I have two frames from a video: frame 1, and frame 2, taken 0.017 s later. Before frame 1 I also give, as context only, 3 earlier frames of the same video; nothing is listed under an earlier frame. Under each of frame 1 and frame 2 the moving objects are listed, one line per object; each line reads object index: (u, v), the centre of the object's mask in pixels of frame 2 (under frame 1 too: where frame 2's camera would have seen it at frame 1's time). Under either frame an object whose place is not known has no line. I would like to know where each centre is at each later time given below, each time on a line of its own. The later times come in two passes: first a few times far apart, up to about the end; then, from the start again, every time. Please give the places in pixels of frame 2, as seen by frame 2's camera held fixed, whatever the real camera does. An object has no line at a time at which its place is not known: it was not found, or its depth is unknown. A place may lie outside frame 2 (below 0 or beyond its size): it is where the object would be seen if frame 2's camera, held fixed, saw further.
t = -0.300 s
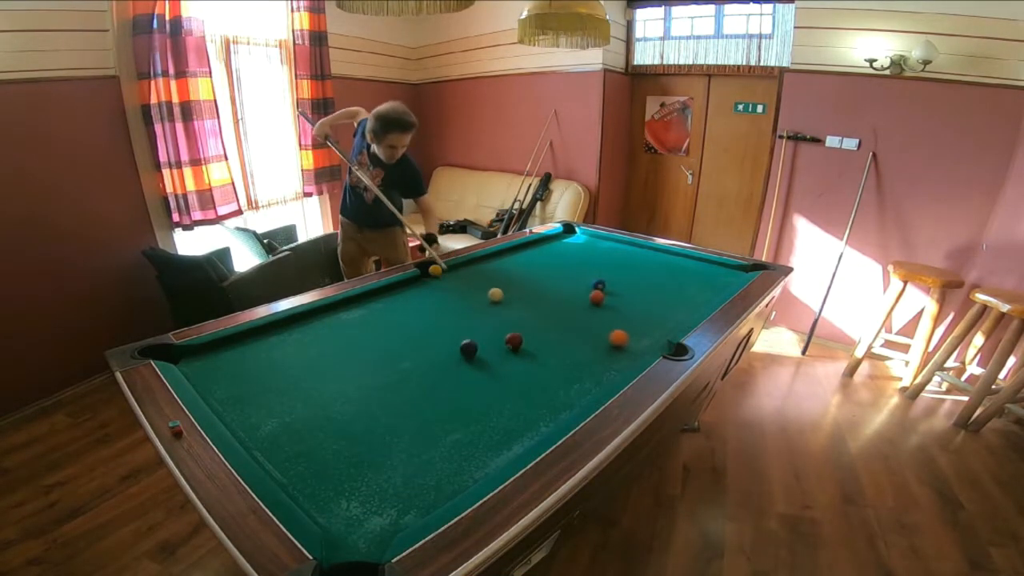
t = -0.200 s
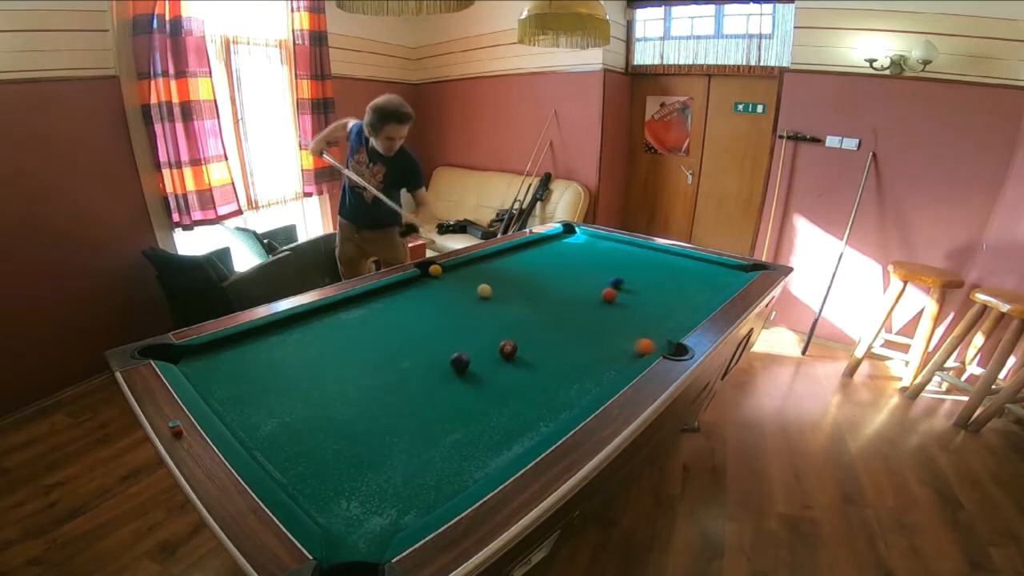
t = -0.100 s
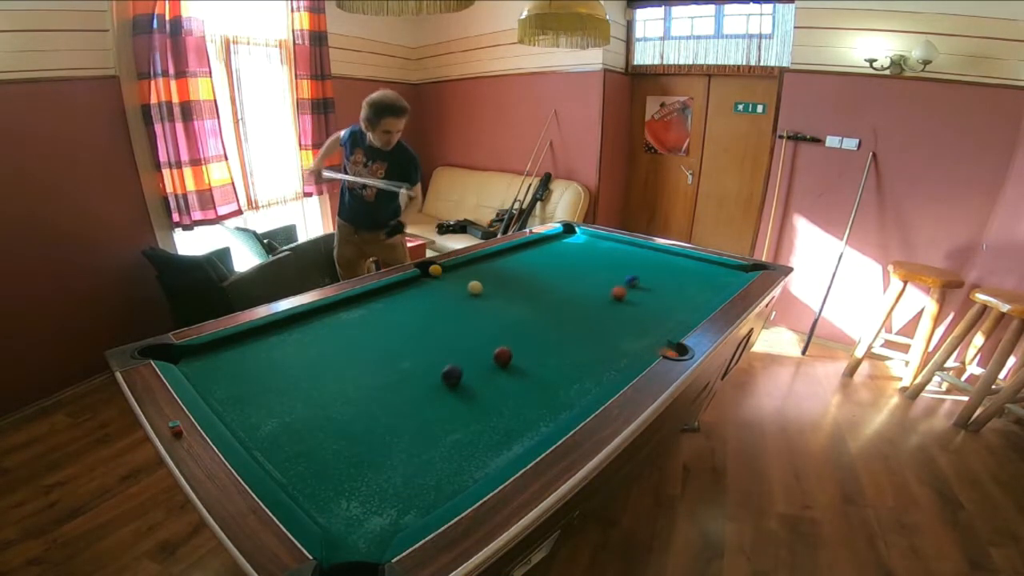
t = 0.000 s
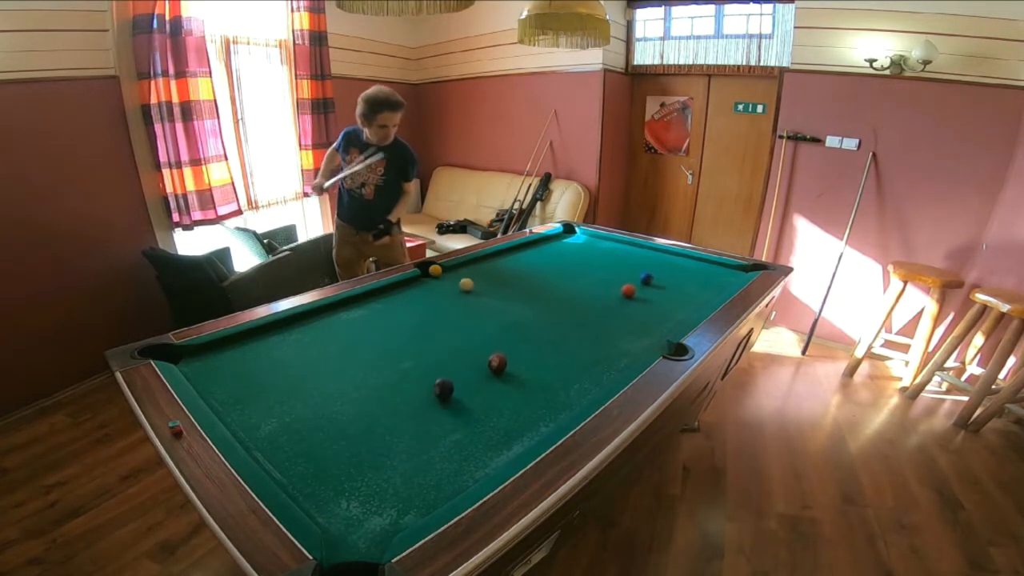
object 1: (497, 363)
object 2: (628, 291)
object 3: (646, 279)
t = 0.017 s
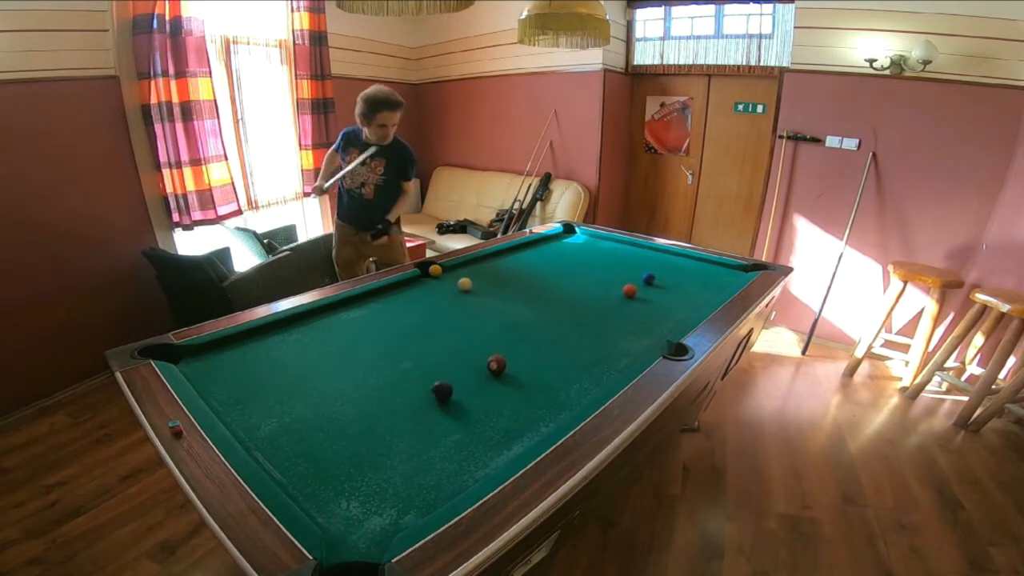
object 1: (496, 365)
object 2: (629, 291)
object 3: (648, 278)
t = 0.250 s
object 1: (481, 386)
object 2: (652, 286)
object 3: (684, 274)
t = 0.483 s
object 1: (466, 408)
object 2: (673, 282)
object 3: (713, 271)
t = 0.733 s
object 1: (447, 433)
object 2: (692, 278)
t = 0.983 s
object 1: (427, 461)
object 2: (710, 274)
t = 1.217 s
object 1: (406, 489)
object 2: (726, 271)
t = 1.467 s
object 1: (379, 522)
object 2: (741, 268)
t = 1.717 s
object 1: (351, 554)
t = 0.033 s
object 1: (495, 367)
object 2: (632, 290)
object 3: (652, 278)
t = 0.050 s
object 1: (494, 368)
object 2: (633, 290)
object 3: (654, 278)
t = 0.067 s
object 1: (493, 370)
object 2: (635, 290)
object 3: (656, 277)
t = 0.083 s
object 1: (492, 371)
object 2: (636, 289)
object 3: (658, 277)
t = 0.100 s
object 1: (491, 373)
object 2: (639, 289)
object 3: (663, 277)
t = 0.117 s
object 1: (490, 374)
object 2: (640, 288)
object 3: (665, 277)
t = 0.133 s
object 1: (489, 375)
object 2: (641, 288)
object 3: (666, 276)
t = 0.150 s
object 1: (488, 377)
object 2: (643, 288)
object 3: (669, 276)
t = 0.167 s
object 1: (487, 378)
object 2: (644, 288)
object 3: (671, 276)
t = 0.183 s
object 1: (486, 380)
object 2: (646, 288)
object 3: (674, 275)
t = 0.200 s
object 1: (485, 381)
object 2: (647, 287)
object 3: (676, 275)
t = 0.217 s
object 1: (484, 382)
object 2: (648, 287)
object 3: (678, 275)
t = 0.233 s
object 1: (483, 383)
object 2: (650, 286)
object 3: (680, 275)
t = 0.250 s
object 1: (481, 386)
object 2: (652, 286)
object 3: (684, 274)
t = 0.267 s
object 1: (481, 387)
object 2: (653, 286)
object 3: (685, 274)
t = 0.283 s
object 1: (480, 389)
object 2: (655, 286)
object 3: (687, 274)
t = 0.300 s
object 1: (479, 390)
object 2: (656, 285)
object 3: (689, 274)
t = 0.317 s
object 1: (478, 391)
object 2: (657, 285)
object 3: (691, 274)
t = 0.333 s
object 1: (476, 394)
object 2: (660, 285)
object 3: (695, 273)
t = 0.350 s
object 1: (475, 395)
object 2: (661, 284)
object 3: (696, 273)
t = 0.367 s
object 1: (474, 396)
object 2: (662, 284)
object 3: (698, 273)
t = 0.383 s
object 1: (473, 398)
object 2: (663, 284)
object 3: (700, 272)
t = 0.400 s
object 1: (472, 400)
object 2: (666, 283)
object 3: (703, 272)
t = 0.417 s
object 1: (471, 401)
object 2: (667, 283)
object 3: (705, 272)
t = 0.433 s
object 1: (469, 403)
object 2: (668, 283)
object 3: (707, 272)
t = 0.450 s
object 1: (469, 404)
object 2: (669, 283)
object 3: (708, 271)
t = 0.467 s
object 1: (468, 405)
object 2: (670, 282)
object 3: (710, 271)
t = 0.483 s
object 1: (466, 408)
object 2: (673, 282)
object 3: (713, 271)
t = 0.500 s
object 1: (465, 409)
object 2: (674, 282)
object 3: (715, 270)
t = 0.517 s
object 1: (464, 410)
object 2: (675, 282)
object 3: (717, 270)
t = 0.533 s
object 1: (463, 412)
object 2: (676, 281)
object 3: (719, 270)
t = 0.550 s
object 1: (461, 415)
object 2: (678, 281)
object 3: (722, 269)
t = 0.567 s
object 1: (460, 417)
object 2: (680, 280)
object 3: (724, 269)
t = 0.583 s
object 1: (459, 417)
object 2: (680, 280)
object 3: (725, 268)
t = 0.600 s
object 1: (458, 419)
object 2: (681, 280)
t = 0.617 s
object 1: (457, 420)
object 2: (683, 280)
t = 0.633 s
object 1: (455, 423)
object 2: (684, 280)
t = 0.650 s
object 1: (454, 425)
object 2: (686, 279)
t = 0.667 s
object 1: (452, 426)
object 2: (687, 279)
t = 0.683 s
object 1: (452, 427)
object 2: (688, 279)
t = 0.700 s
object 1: (449, 430)
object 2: (690, 278)
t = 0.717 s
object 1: (448, 432)
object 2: (691, 278)
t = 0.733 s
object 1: (447, 433)
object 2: (692, 278)
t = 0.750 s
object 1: (446, 435)
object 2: (693, 278)
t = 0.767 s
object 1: (445, 436)
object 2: (694, 278)
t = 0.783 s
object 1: (443, 439)
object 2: (696, 277)
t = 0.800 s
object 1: (442, 441)
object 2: (697, 277)
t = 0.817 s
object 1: (441, 442)
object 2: (698, 277)
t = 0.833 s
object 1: (440, 443)
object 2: (699, 277)
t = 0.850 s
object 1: (438, 445)
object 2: (700, 276)
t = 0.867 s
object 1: (436, 448)
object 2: (702, 276)
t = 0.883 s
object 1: (435, 450)
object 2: (703, 276)
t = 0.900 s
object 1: (434, 452)
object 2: (704, 275)
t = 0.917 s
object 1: (433, 452)
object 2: (705, 275)
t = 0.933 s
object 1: (430, 457)
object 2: (707, 275)
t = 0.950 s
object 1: (430, 457)
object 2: (708, 275)
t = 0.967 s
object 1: (428, 459)
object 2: (709, 275)
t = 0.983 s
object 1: (427, 461)
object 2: (710, 274)
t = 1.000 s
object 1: (426, 462)
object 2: (711, 274)
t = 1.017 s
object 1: (423, 465)
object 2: (713, 274)
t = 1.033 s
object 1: (422, 467)
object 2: (714, 274)
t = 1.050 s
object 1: (421, 469)
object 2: (714, 274)
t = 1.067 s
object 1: (420, 470)
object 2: (716, 273)
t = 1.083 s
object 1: (417, 473)
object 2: (717, 273)
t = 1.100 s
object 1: (416, 475)
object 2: (718, 273)
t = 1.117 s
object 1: (415, 477)
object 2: (719, 273)
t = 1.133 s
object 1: (414, 479)
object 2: (720, 273)
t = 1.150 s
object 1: (412, 480)
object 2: (721, 272)
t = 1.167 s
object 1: (410, 484)
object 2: (723, 272)
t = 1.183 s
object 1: (409, 485)
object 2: (724, 271)
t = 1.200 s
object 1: (407, 487)
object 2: (725, 272)
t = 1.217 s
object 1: (406, 489)
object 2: (726, 271)
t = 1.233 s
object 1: (403, 491)
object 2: (727, 271)
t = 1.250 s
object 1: (401, 493)
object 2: (728, 270)
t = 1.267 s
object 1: (400, 495)
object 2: (729, 270)
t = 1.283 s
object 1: (399, 496)
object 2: (730, 270)
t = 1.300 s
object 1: (397, 498)
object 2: (731, 270)
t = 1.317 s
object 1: (395, 502)
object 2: (732, 270)
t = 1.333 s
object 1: (393, 504)
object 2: (734, 270)
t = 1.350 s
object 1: (392, 506)
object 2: (735, 269)
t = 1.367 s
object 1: (391, 507)
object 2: (735, 269)
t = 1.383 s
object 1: (388, 512)
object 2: (736, 269)
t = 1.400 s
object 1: (387, 512)
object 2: (737, 269)
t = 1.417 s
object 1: (385, 514)
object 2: (738, 269)
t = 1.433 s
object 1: (383, 516)
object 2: (739, 269)
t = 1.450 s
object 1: (382, 518)
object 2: (739, 269)
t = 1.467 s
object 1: (379, 522)
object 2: (741, 268)
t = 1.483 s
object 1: (378, 523)
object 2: (742, 268)
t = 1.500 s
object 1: (376, 525)
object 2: (743, 268)
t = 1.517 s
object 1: (375, 527)
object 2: (744, 268)
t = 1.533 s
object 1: (372, 531)
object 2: (745, 268)
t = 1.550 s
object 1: (370, 532)
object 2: (746, 268)
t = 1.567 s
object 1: (368, 534)
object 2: (747, 268)
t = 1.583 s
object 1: (367, 537)
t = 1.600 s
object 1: (366, 538)
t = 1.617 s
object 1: (362, 542)
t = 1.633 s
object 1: (361, 543)
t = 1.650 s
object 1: (360, 545)
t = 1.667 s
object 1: (358, 547)
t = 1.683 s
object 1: (355, 550)
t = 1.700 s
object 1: (353, 552)
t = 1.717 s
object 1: (351, 554)
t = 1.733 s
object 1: (350, 554)
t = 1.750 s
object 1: (348, 558)
